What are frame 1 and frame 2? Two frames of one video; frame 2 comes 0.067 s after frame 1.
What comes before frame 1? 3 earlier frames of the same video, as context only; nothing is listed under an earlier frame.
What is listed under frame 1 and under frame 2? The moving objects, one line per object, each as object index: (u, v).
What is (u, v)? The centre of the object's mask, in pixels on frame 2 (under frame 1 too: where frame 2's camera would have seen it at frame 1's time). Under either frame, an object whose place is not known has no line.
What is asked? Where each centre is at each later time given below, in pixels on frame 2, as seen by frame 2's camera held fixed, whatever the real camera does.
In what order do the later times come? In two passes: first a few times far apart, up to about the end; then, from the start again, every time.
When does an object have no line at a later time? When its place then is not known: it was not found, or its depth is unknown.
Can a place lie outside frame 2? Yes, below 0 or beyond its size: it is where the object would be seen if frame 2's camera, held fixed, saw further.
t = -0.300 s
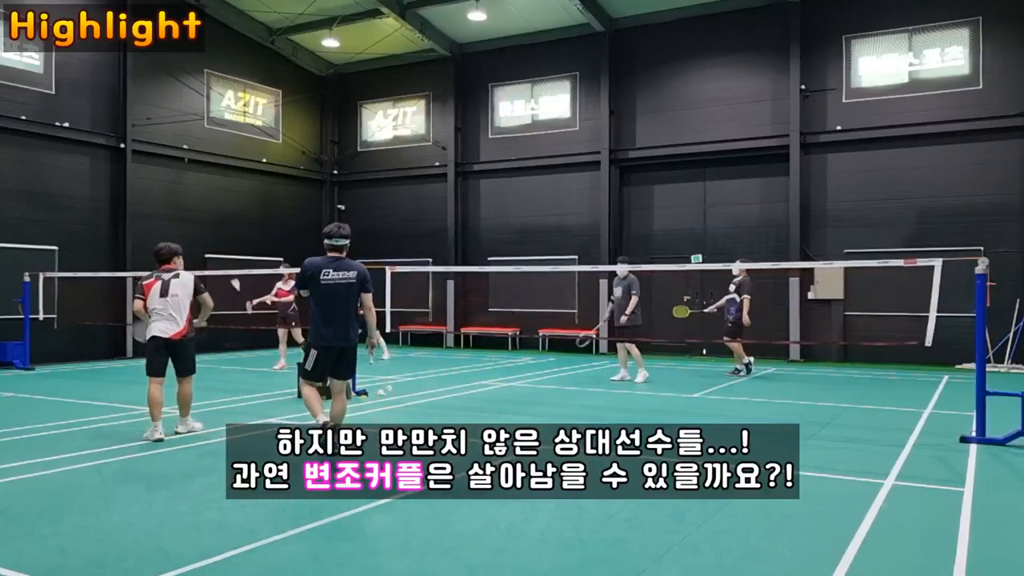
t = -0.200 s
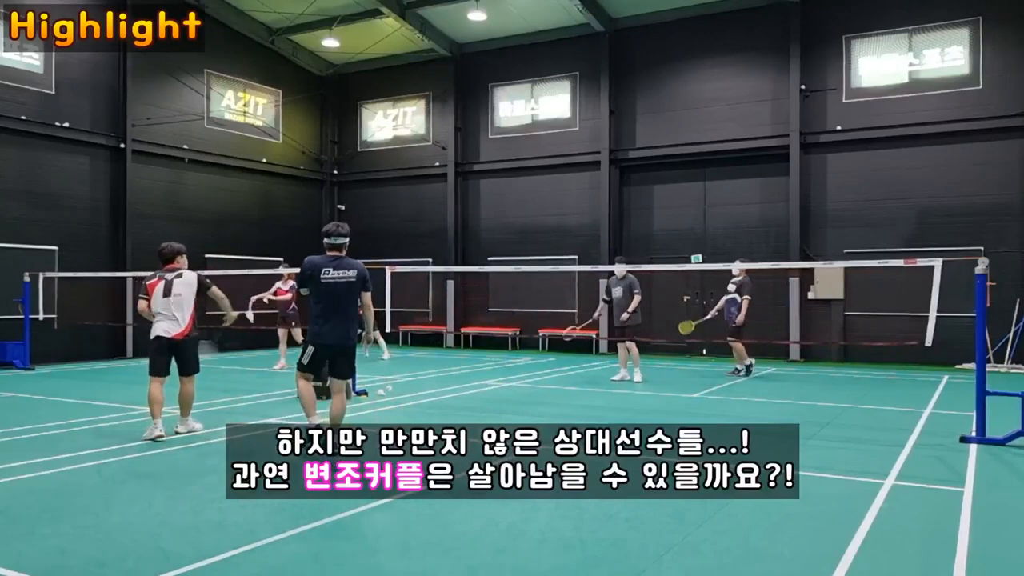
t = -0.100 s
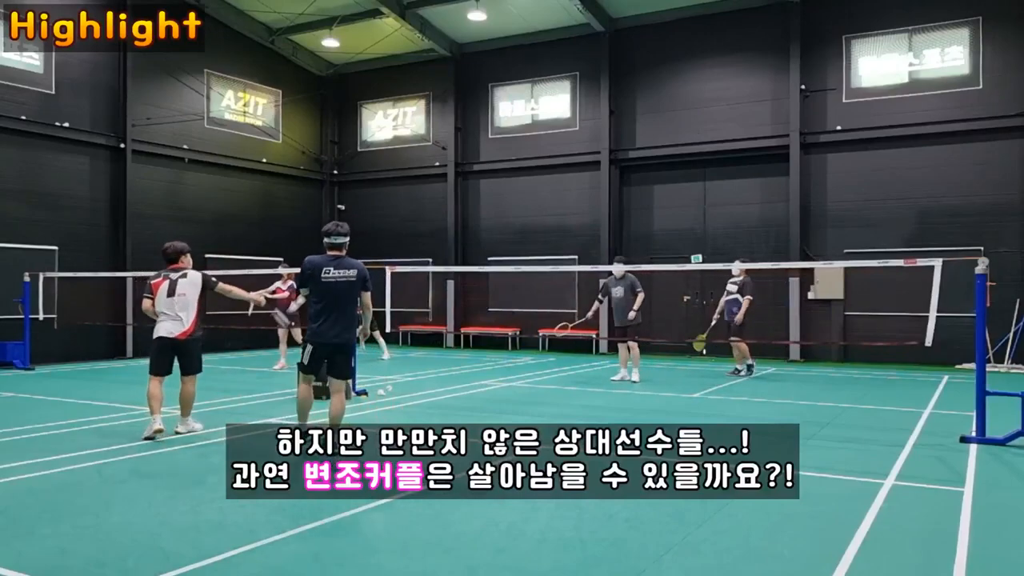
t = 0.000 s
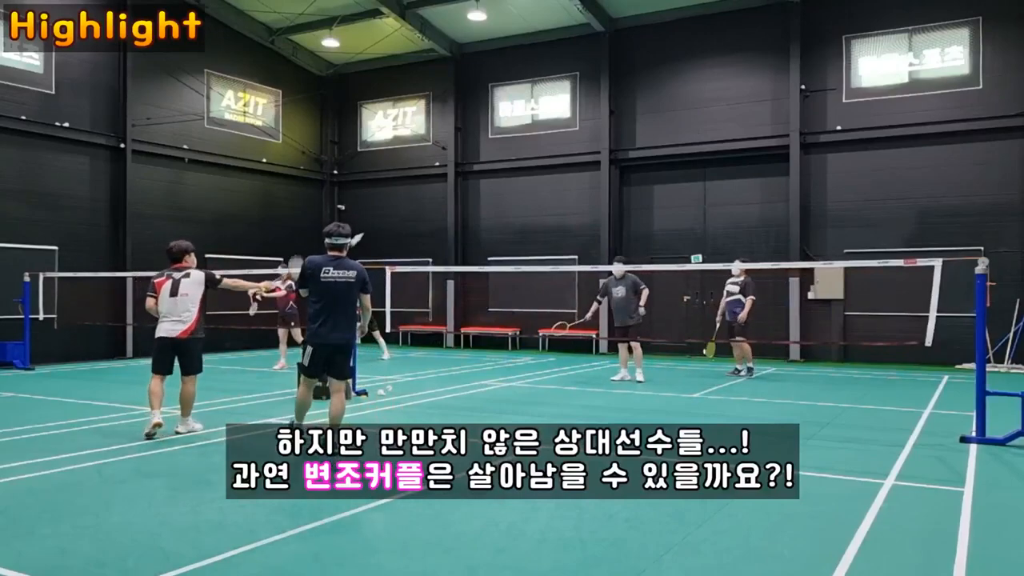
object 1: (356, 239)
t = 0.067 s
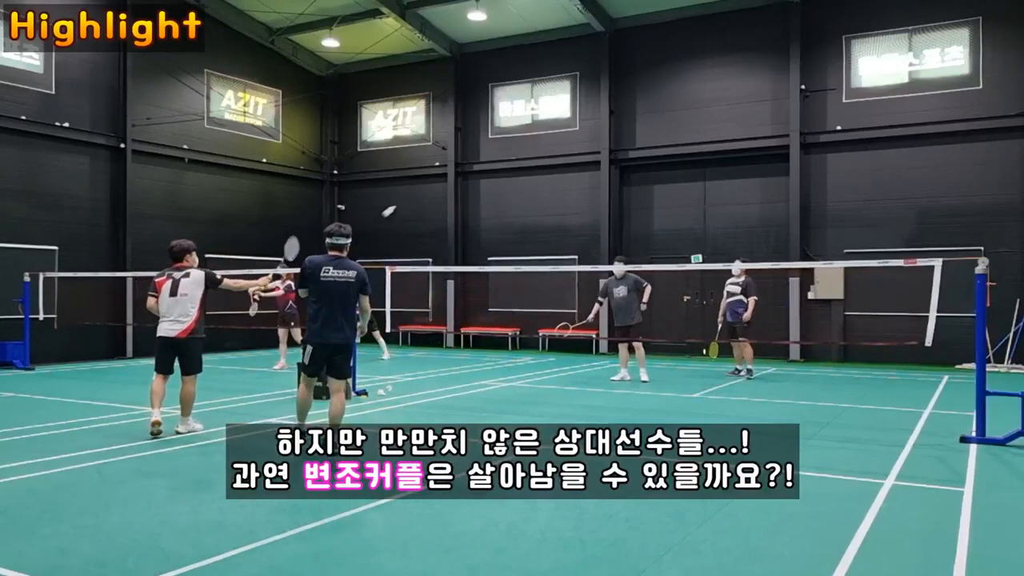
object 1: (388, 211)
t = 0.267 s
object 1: (463, 167)
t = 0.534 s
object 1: (535, 168)
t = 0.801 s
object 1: (588, 218)
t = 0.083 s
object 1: (396, 206)
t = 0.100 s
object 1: (403, 200)
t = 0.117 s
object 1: (409, 196)
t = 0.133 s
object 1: (416, 191)
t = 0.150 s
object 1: (423, 187)
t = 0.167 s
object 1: (429, 183)
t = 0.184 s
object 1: (435, 180)
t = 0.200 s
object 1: (441, 177)
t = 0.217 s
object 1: (447, 174)
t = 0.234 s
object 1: (453, 171)
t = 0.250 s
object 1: (458, 169)
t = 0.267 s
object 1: (463, 167)
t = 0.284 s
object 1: (469, 166)
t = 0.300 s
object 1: (474, 164)
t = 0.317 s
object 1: (478, 163)
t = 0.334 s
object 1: (483, 162)
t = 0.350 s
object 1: (488, 162)
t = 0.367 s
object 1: (493, 161)
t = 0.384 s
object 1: (498, 161)
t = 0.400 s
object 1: (502, 161)
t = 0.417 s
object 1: (506, 161)
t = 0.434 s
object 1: (511, 161)
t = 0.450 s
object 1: (515, 162)
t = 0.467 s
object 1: (519, 163)
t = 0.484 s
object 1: (523, 164)
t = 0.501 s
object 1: (527, 165)
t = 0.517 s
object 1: (531, 167)
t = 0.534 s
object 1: (535, 168)
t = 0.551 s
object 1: (539, 170)
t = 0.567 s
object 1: (542, 172)
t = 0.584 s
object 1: (546, 174)
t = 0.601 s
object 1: (549, 176)
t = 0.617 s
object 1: (553, 179)
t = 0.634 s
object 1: (557, 182)
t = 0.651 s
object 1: (560, 185)
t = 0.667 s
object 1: (563, 188)
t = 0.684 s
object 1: (567, 191)
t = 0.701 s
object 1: (570, 195)
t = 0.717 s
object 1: (573, 198)
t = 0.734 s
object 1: (576, 202)
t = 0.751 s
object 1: (579, 206)
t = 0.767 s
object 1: (582, 210)
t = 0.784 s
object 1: (585, 214)
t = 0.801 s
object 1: (588, 218)
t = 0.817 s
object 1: (591, 223)
